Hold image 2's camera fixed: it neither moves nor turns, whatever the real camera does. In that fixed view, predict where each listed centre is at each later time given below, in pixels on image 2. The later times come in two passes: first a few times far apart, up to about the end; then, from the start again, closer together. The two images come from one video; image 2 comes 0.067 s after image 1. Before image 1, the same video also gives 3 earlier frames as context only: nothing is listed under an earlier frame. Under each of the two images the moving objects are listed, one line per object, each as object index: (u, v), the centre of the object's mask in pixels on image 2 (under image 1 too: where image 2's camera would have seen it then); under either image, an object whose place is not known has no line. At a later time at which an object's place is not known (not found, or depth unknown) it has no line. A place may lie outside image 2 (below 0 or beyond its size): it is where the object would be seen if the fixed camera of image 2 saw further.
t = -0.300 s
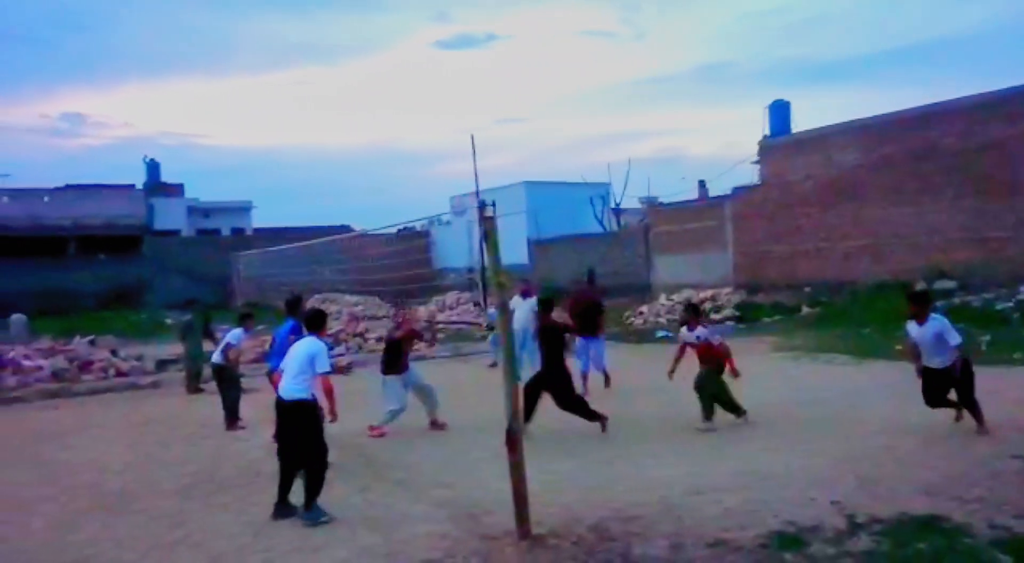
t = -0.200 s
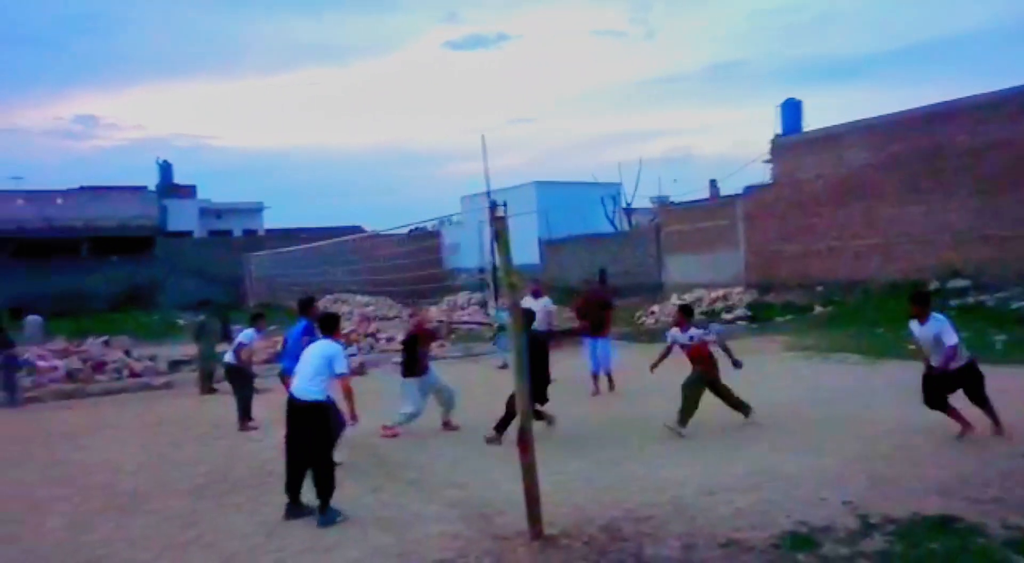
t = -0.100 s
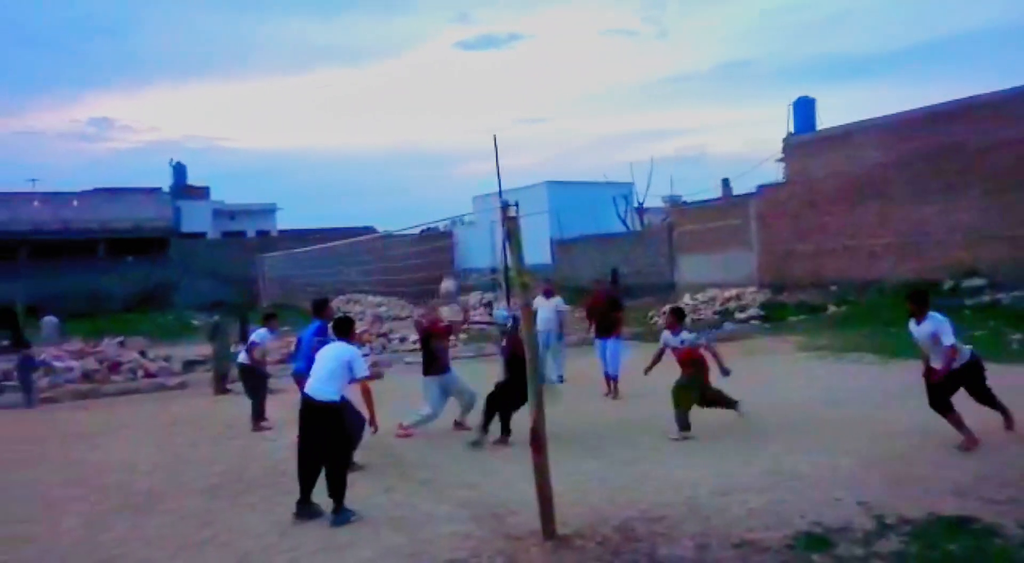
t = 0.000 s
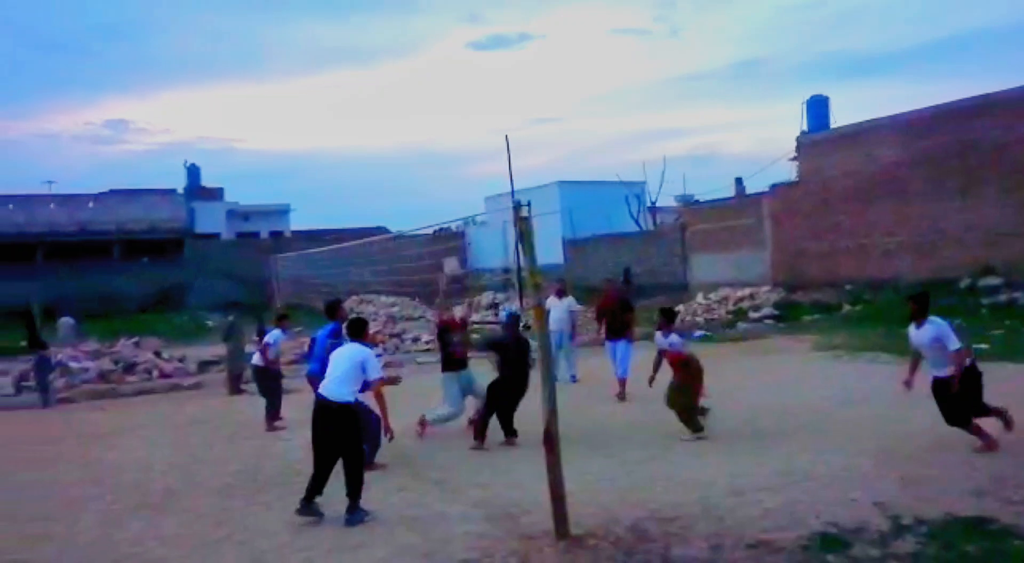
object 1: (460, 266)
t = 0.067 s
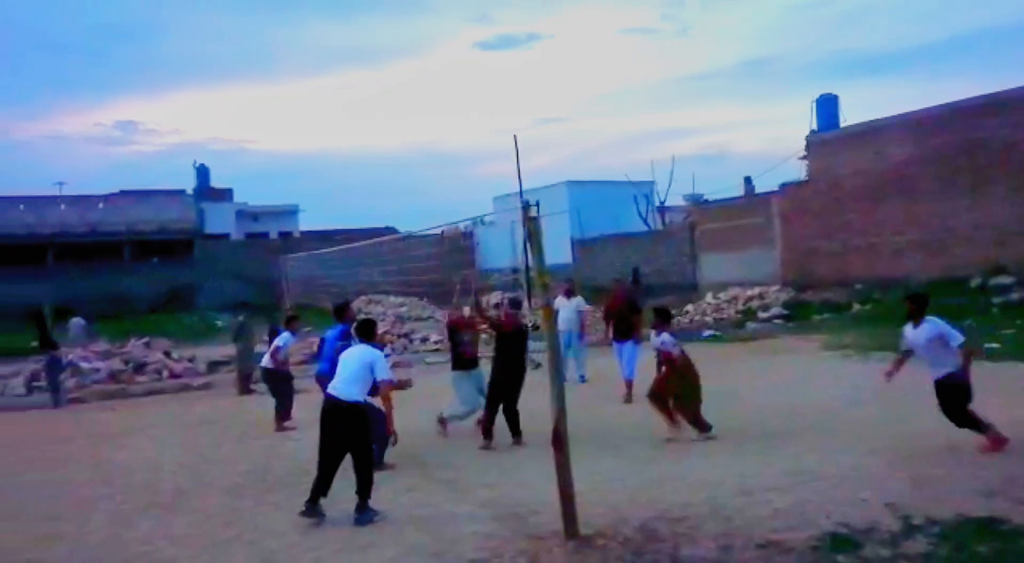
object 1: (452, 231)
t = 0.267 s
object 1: (429, 146)
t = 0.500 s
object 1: (409, 96)
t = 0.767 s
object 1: (393, 91)
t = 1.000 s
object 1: (382, 120)
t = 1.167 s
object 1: (378, 158)
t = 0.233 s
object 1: (432, 156)
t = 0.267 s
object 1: (429, 146)
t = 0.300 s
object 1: (426, 136)
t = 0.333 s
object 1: (422, 127)
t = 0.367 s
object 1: (420, 119)
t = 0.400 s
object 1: (417, 112)
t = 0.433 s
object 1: (414, 106)
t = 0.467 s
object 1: (412, 101)
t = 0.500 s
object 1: (409, 96)
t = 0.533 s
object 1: (407, 93)
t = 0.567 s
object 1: (404, 91)
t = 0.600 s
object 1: (402, 90)
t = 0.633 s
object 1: (400, 88)
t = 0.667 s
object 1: (398, 88)
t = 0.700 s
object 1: (396, 88)
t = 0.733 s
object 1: (395, 89)
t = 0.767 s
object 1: (393, 91)
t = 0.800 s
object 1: (391, 93)
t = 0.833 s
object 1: (389, 96)
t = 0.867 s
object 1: (387, 99)
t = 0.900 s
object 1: (386, 104)
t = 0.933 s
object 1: (385, 108)
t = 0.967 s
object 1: (384, 114)
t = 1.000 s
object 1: (382, 120)
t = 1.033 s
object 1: (381, 127)
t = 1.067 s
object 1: (380, 134)
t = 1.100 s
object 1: (379, 141)
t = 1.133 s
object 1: (379, 150)
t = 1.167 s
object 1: (378, 158)
